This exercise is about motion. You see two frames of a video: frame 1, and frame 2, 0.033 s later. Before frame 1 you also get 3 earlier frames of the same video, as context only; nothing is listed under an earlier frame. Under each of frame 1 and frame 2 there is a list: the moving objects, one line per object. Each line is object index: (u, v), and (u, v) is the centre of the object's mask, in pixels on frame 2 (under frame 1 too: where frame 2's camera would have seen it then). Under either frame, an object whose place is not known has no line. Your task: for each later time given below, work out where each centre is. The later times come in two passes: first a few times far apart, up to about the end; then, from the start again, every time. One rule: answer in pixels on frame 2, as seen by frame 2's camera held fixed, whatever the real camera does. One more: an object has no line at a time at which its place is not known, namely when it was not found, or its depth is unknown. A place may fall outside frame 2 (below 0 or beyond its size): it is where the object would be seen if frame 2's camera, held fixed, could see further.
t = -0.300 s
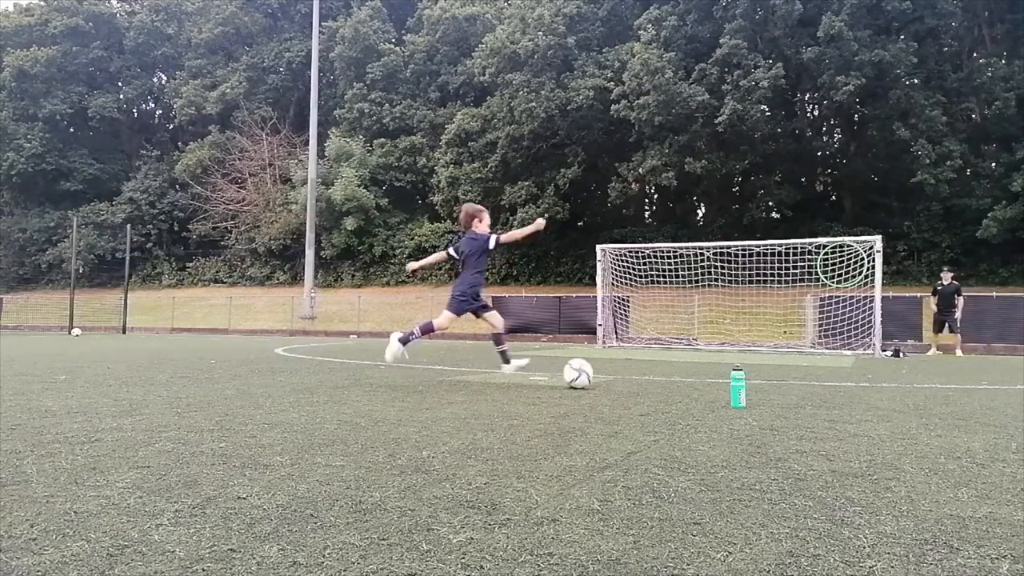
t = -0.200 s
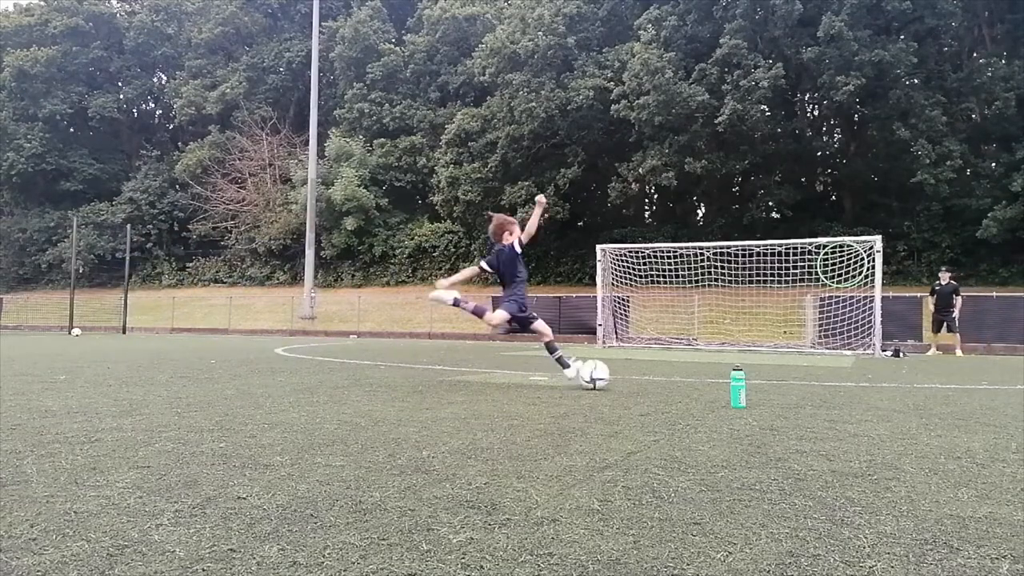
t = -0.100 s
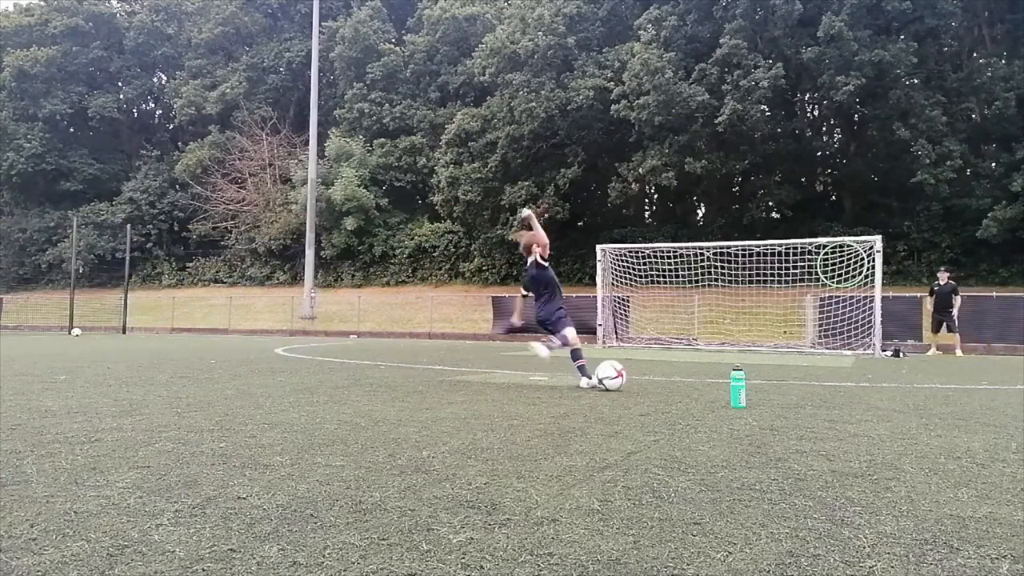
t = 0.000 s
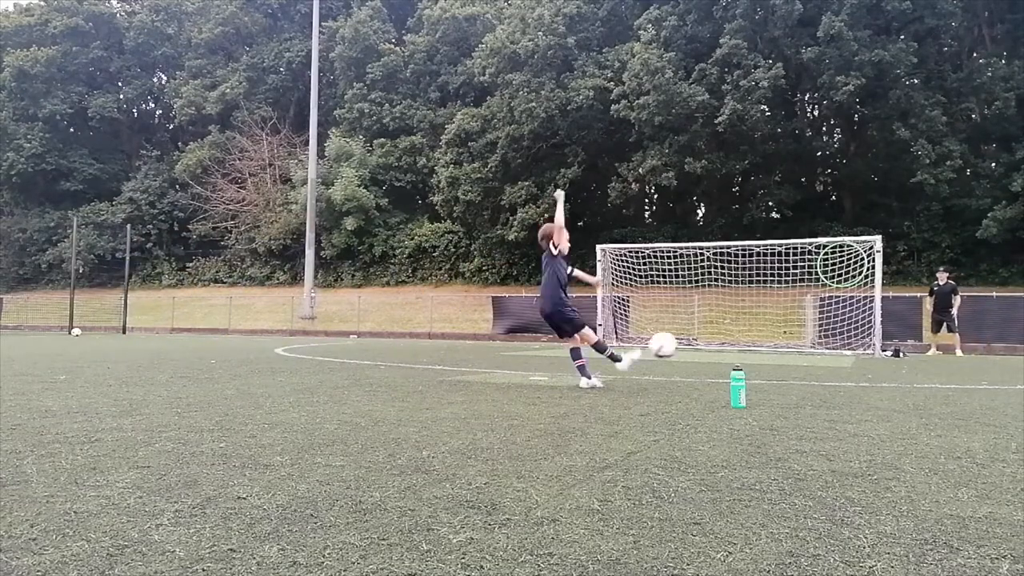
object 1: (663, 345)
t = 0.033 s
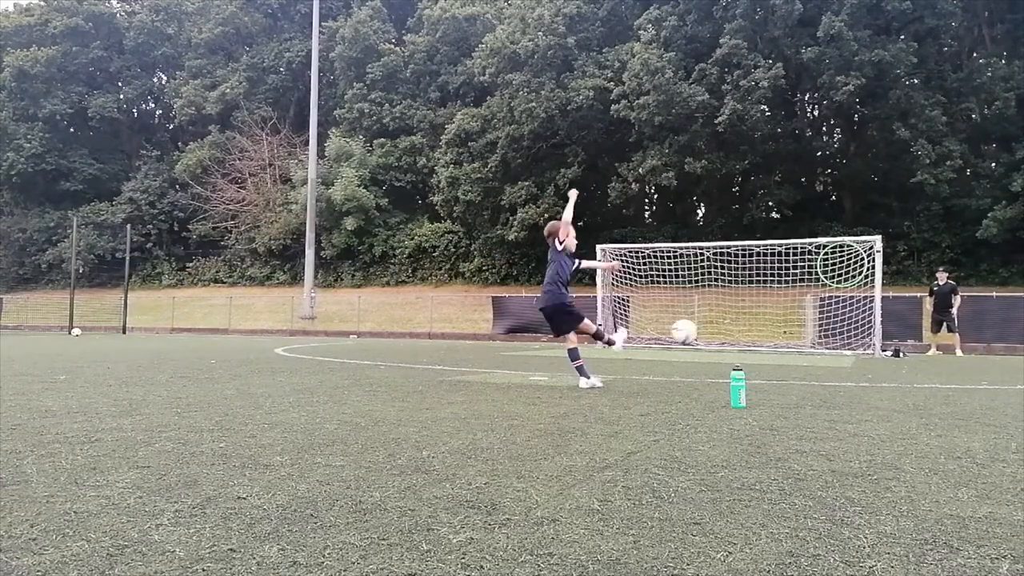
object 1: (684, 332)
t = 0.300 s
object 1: (777, 292)
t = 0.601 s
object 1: (816, 309)
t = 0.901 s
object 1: (853, 347)
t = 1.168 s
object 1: (860, 336)
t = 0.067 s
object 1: (702, 321)
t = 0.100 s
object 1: (717, 313)
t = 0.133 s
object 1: (730, 306)
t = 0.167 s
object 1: (742, 301)
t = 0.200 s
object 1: (753, 297)
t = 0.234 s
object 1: (762, 294)
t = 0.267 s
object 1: (770, 292)
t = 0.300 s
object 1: (777, 292)
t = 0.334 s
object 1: (783, 291)
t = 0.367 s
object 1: (789, 292)
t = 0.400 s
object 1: (794, 293)
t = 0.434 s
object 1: (799, 295)
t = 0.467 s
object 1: (803, 297)
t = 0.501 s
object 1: (806, 299)
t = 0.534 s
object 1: (810, 303)
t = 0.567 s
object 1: (813, 306)
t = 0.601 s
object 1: (816, 309)
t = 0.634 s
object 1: (819, 313)
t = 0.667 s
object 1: (821, 316)
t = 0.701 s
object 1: (822, 318)
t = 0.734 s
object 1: (826, 323)
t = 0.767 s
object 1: (832, 330)
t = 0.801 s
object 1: (838, 338)
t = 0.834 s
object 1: (844, 346)
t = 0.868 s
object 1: (849, 346)
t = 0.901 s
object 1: (853, 347)
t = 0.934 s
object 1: (857, 348)
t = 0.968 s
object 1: (862, 349)
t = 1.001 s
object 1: (866, 348)
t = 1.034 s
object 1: (869, 348)
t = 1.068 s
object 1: (870, 348)
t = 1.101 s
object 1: (869, 344)
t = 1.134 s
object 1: (865, 339)
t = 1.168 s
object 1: (860, 336)
